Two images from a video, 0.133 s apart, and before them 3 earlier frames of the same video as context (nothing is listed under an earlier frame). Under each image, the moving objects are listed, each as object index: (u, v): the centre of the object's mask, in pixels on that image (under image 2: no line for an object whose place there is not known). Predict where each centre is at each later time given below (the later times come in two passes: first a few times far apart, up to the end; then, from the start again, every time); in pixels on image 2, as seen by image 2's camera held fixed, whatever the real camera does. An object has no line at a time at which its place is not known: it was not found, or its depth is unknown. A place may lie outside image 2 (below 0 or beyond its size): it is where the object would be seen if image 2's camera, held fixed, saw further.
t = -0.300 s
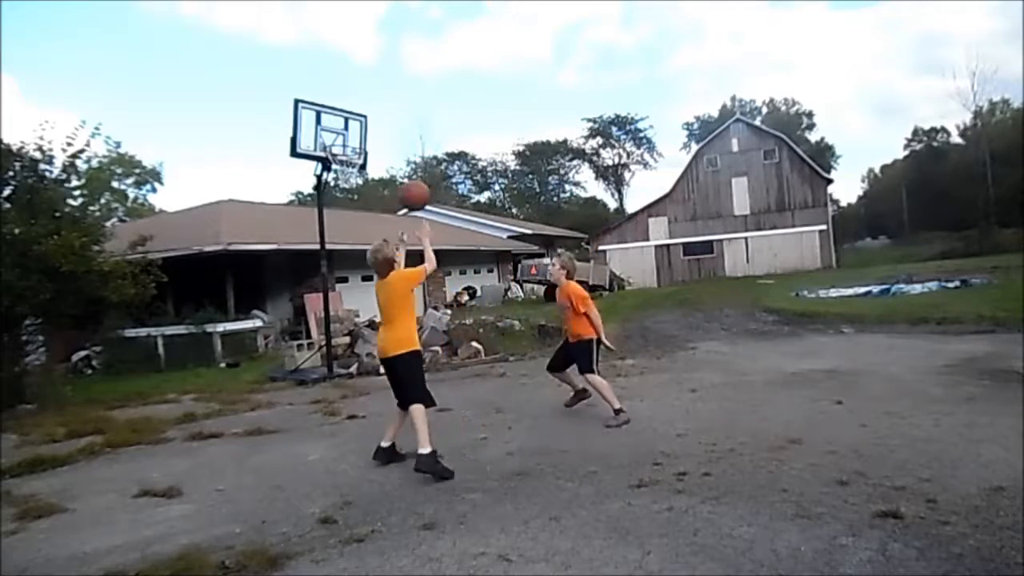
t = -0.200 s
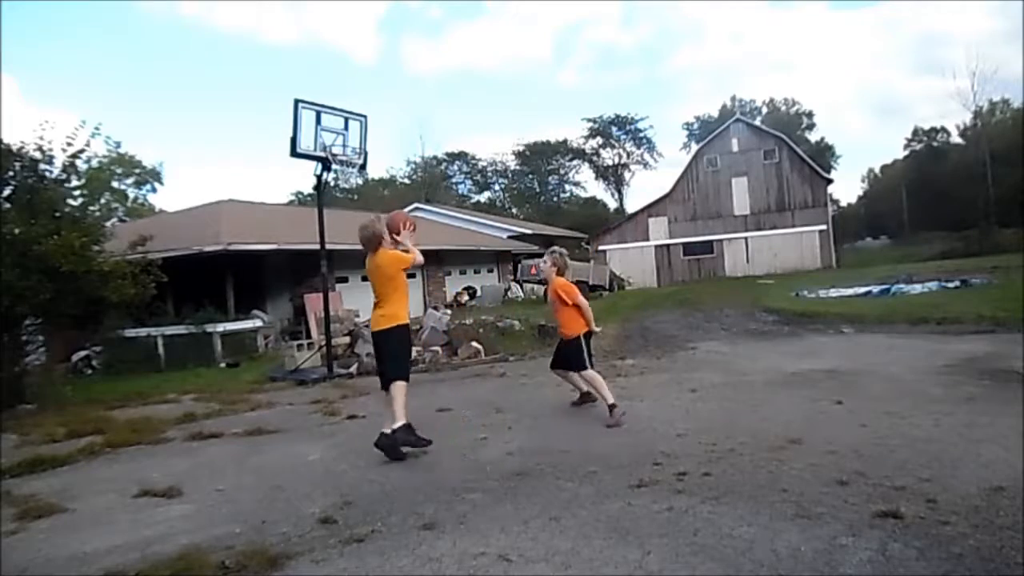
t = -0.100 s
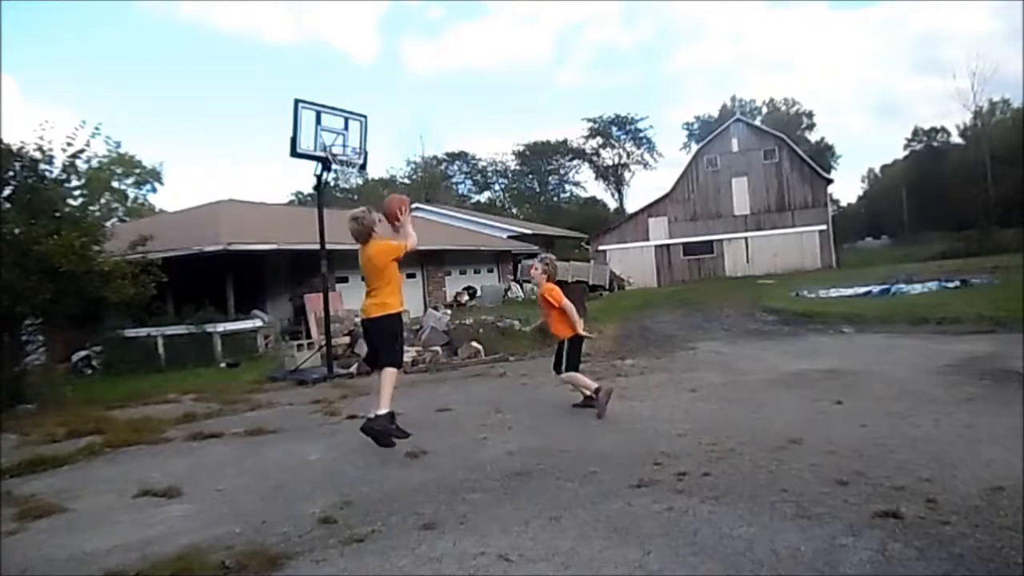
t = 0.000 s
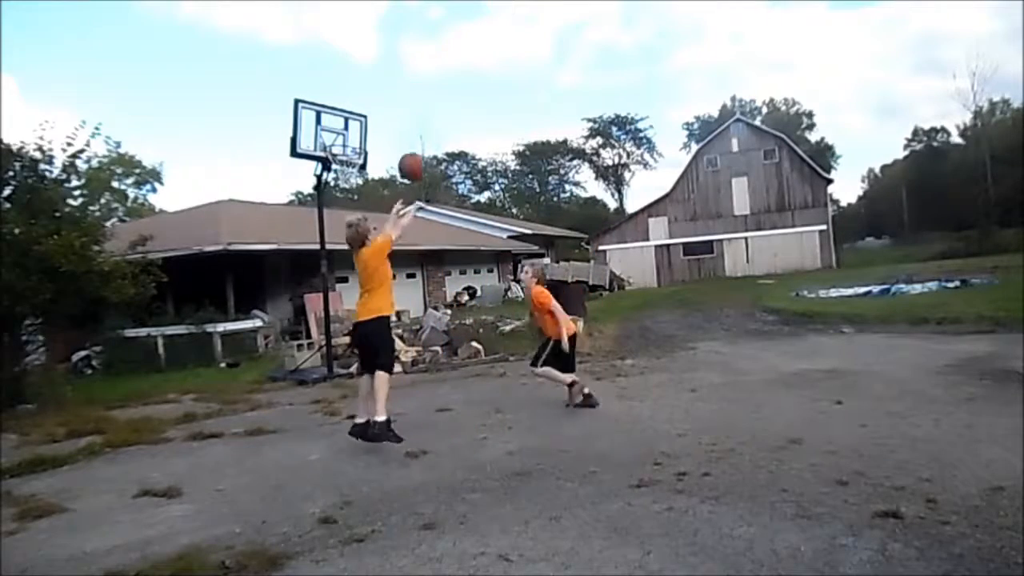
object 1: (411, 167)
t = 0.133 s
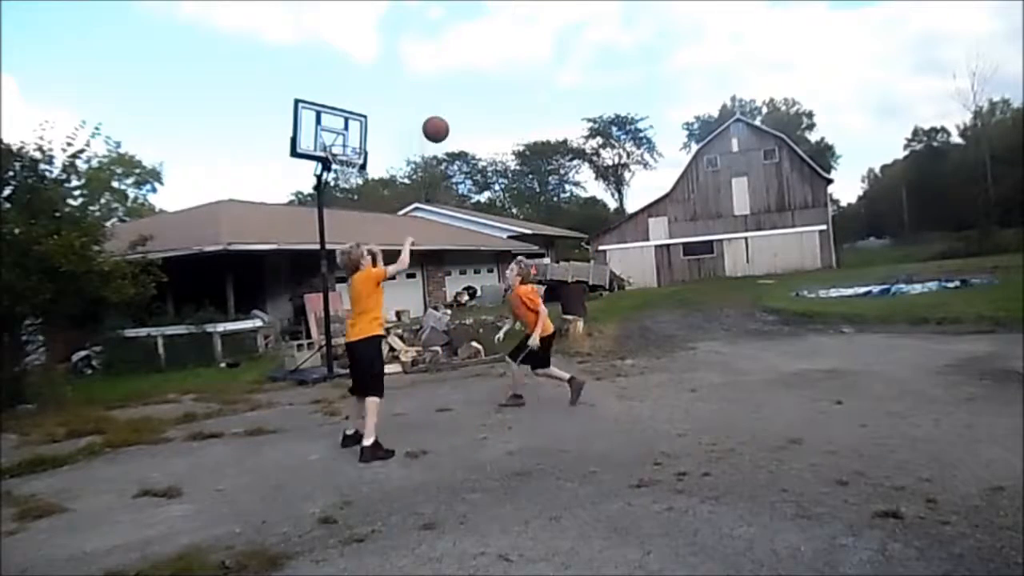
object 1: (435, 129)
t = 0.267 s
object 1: (459, 115)
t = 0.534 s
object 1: (503, 145)
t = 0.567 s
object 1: (508, 153)
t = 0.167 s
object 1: (441, 123)
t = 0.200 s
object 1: (447, 119)
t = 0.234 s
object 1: (453, 117)
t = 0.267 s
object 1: (459, 115)
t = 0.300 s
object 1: (464, 115)
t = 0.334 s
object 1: (470, 116)
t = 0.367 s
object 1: (475, 118)
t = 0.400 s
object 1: (481, 121)
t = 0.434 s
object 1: (486, 126)
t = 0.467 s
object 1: (492, 131)
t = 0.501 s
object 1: (498, 137)
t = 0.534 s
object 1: (503, 145)
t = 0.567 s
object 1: (508, 153)
